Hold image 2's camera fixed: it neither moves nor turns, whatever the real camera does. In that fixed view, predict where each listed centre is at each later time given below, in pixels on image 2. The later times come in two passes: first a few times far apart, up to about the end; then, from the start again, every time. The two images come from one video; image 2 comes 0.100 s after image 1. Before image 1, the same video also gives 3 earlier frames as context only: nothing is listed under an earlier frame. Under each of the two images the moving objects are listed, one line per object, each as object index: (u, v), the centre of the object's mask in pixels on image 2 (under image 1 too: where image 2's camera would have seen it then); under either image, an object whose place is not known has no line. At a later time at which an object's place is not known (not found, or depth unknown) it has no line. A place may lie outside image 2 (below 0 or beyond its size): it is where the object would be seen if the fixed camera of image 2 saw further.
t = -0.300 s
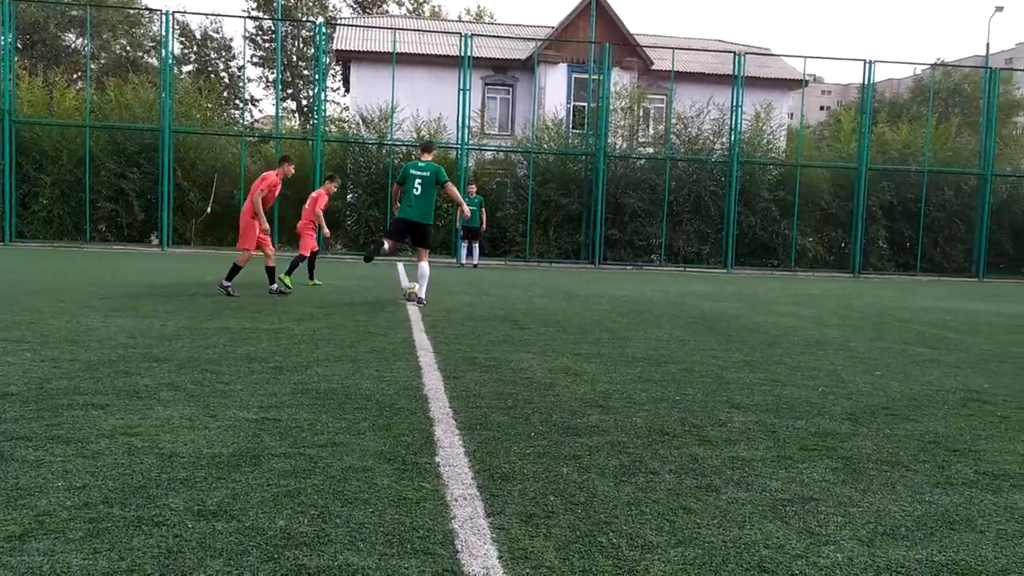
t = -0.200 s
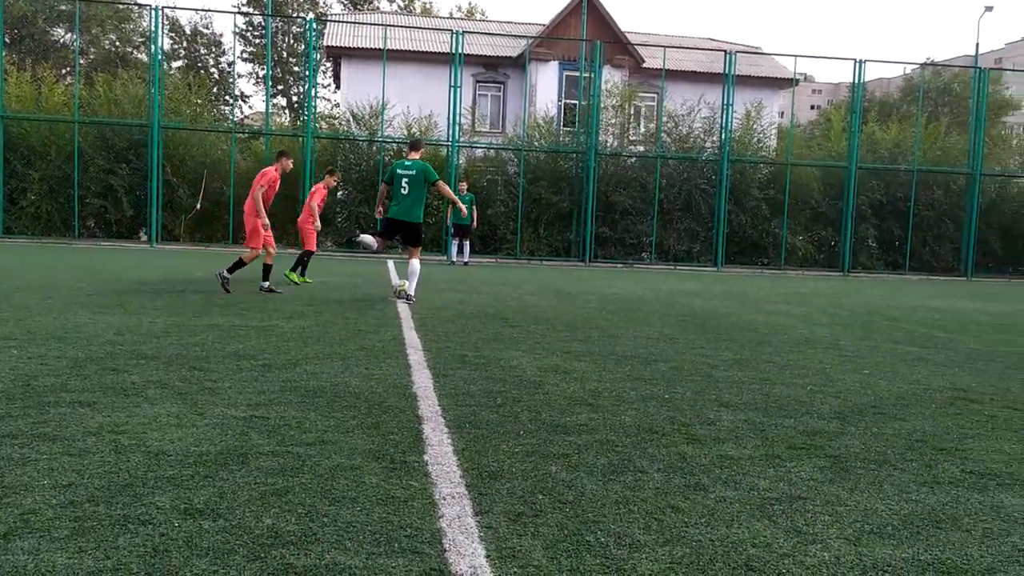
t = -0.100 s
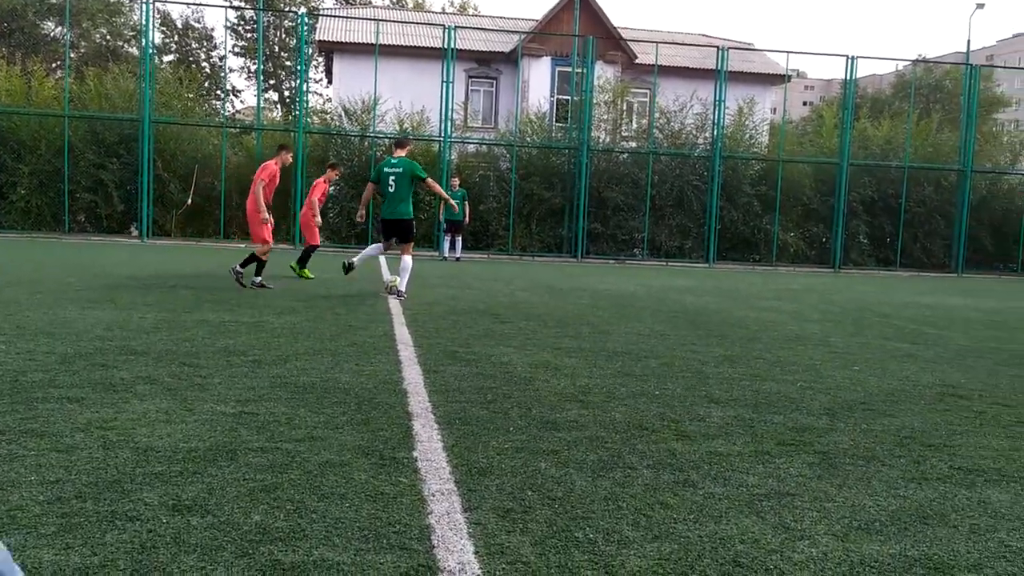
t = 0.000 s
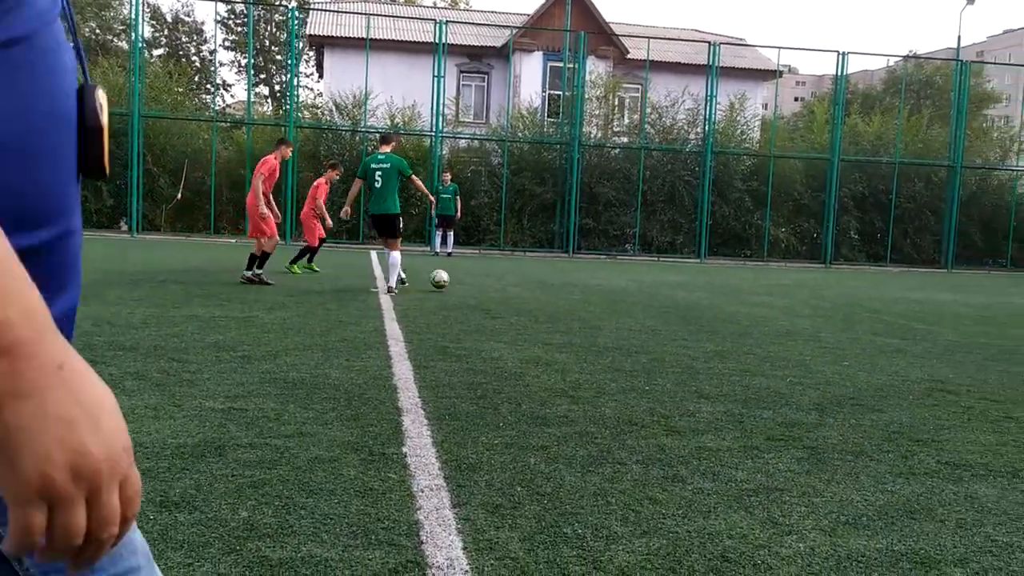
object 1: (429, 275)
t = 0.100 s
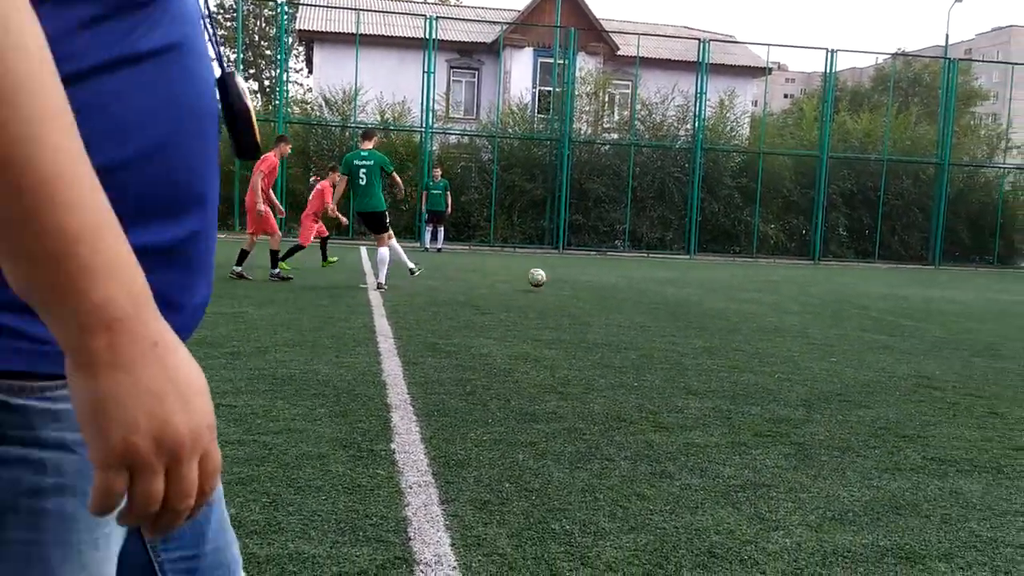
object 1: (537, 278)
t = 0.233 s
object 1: (666, 285)
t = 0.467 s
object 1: (854, 290)
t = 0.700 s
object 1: (1009, 300)
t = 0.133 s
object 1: (571, 280)
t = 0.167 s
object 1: (605, 284)
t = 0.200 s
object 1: (637, 286)
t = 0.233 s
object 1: (666, 285)
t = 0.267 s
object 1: (695, 285)
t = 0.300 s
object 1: (723, 286)
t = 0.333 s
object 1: (751, 288)
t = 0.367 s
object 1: (779, 290)
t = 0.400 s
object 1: (806, 293)
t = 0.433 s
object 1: (830, 291)
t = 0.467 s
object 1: (854, 290)
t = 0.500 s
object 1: (877, 290)
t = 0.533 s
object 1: (900, 290)
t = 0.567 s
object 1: (923, 293)
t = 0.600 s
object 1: (946, 296)
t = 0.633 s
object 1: (968, 299)
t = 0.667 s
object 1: (990, 301)
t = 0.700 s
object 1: (1009, 300)
